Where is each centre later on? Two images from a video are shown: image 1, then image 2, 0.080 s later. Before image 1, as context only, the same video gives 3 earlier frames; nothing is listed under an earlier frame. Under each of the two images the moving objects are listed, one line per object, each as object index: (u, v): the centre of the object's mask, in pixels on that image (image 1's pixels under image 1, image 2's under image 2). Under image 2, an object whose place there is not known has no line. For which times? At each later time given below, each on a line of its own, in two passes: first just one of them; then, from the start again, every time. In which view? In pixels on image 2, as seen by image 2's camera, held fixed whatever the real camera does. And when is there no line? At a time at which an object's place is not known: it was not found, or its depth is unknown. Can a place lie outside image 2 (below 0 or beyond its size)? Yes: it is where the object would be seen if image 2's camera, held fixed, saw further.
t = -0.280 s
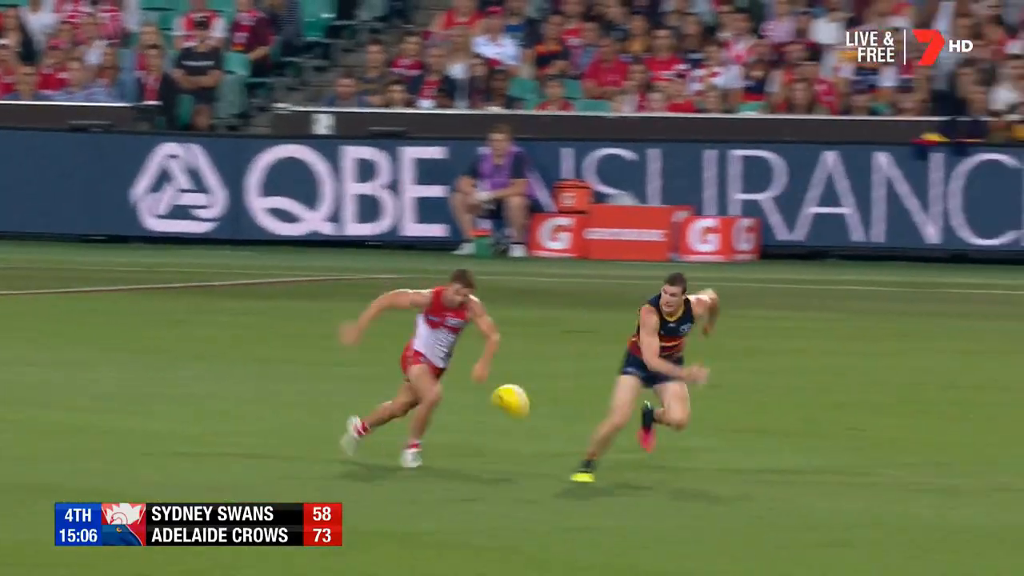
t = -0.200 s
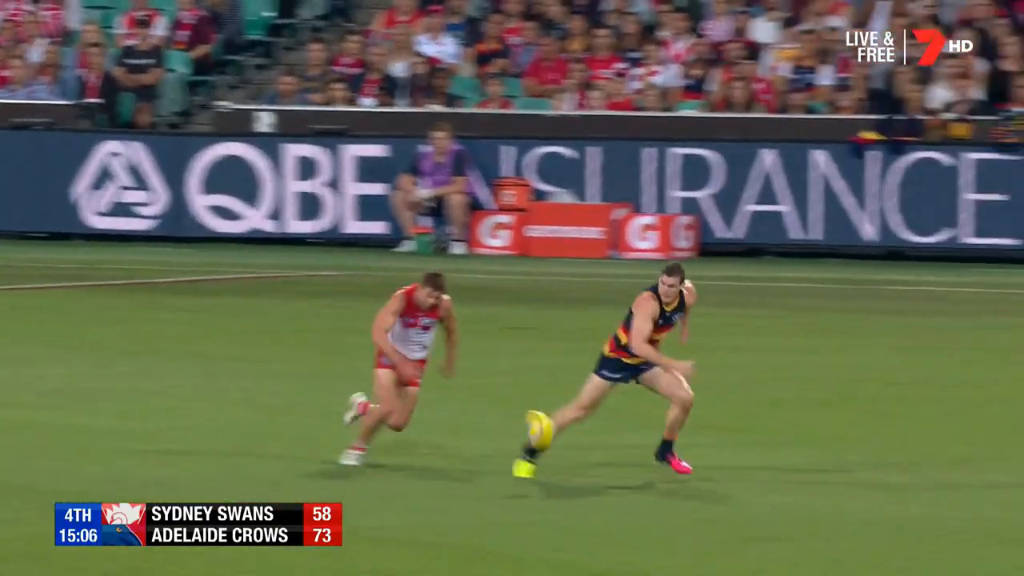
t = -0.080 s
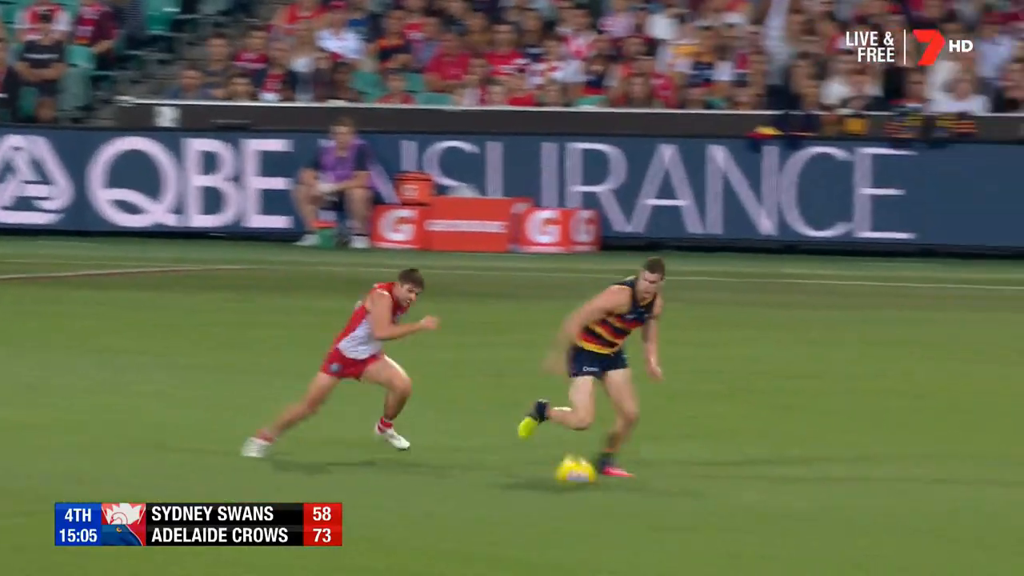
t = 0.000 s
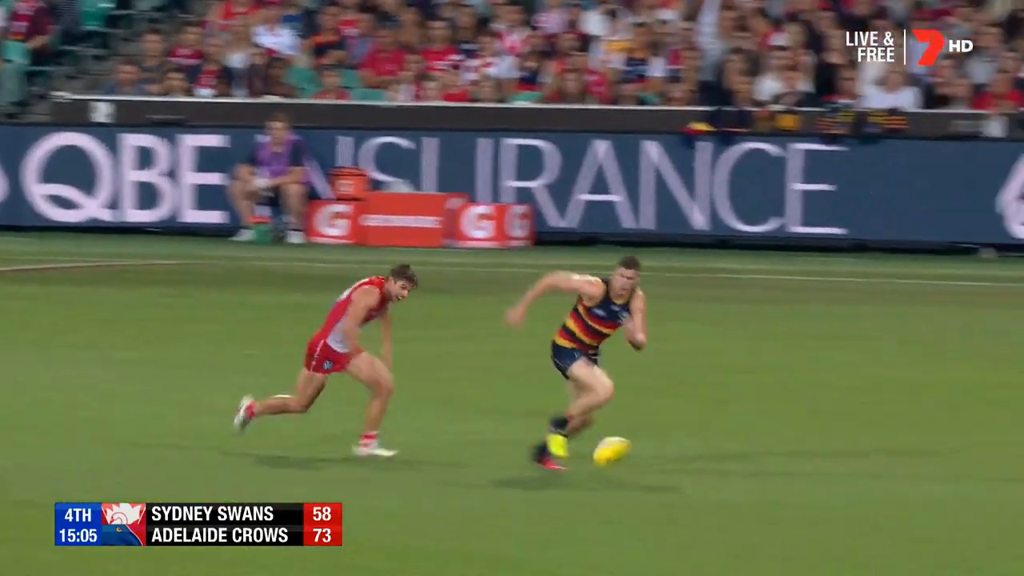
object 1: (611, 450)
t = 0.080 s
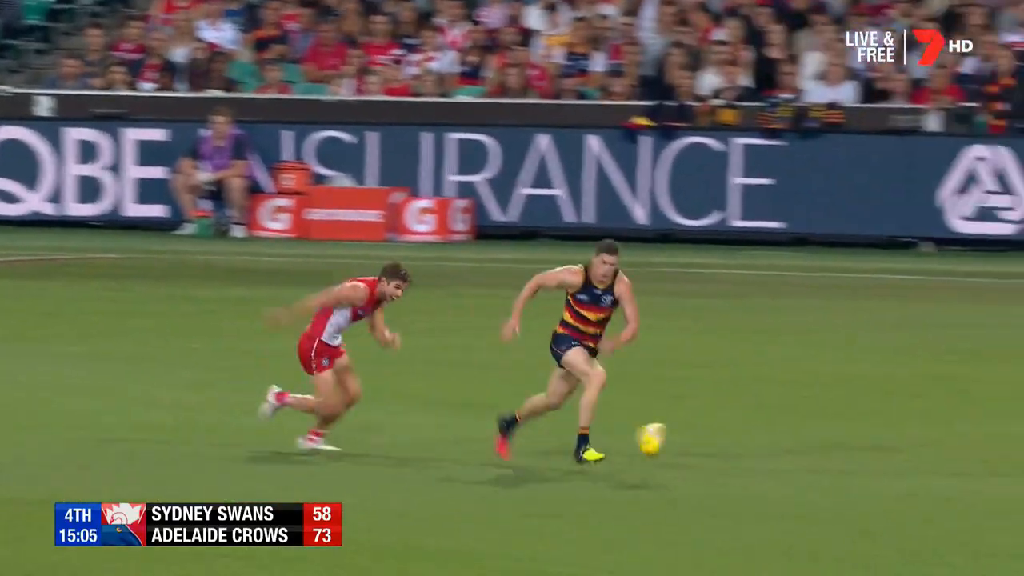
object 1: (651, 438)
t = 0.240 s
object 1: (851, 460)
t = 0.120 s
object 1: (699, 439)
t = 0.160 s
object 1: (749, 445)
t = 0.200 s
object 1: (799, 451)
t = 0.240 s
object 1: (851, 460)
